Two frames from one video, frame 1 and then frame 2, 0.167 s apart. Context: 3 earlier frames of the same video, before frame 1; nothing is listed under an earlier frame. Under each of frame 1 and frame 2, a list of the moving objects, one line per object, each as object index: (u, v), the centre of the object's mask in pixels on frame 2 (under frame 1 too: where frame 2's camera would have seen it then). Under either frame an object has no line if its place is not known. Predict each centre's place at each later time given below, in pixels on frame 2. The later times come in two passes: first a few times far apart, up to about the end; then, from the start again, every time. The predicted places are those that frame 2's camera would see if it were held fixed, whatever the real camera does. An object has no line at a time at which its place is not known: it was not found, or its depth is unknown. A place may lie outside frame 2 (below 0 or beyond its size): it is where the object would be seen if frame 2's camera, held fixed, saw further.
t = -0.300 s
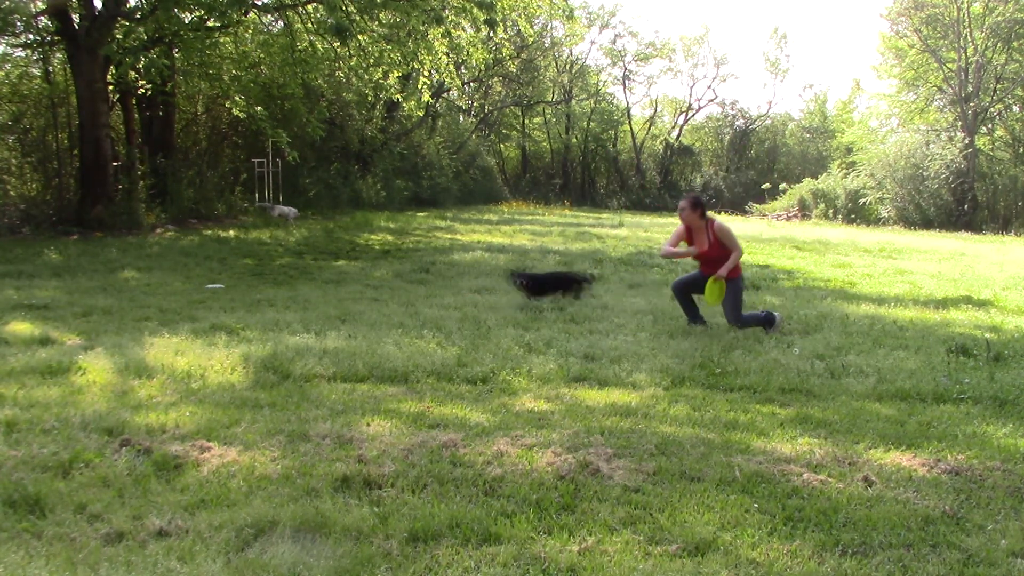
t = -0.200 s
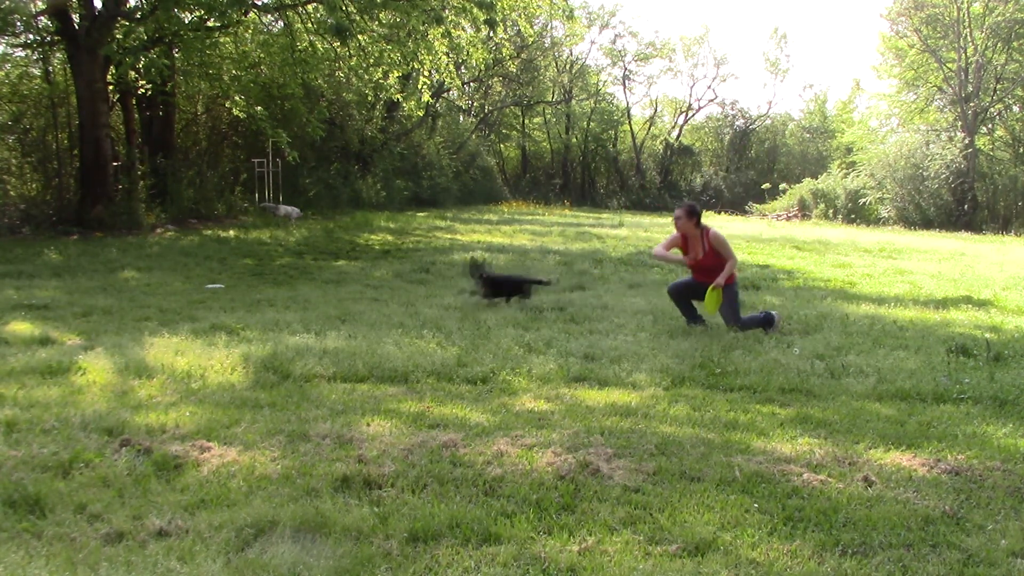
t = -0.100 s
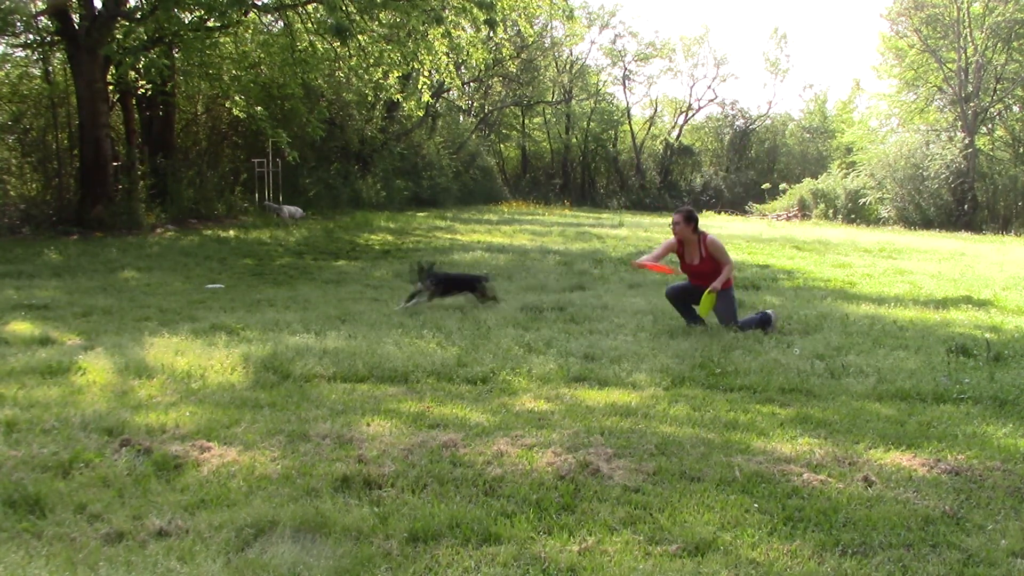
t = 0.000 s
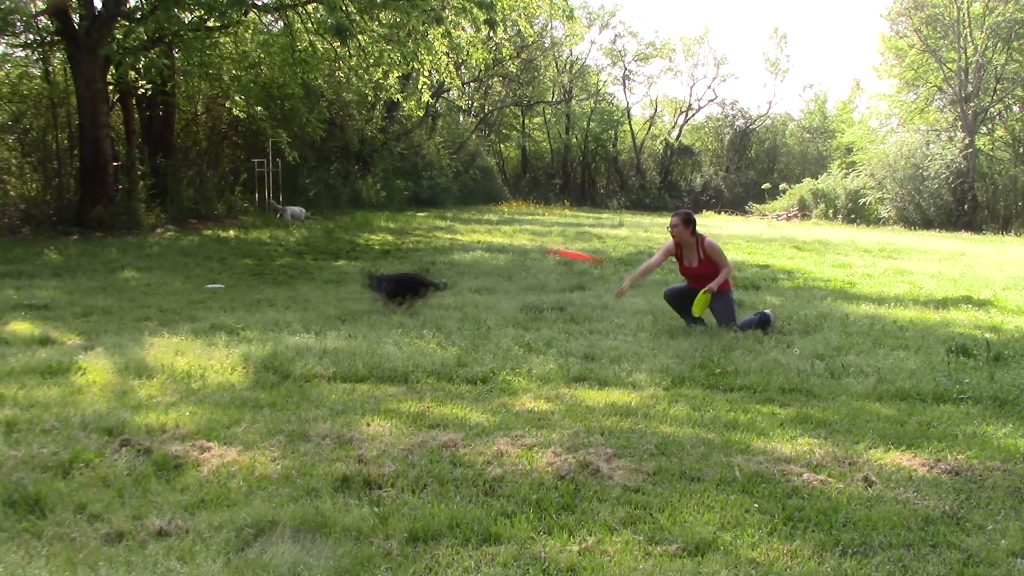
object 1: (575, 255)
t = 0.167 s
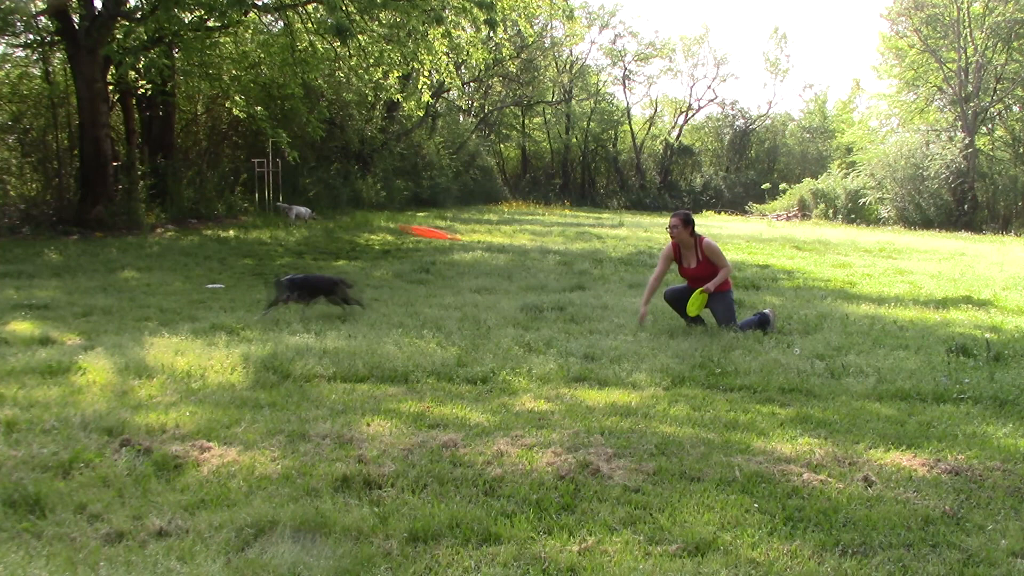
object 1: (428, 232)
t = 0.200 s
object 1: (400, 229)
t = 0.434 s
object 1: (185, 211)
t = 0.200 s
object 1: (400, 229)
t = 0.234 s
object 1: (367, 225)
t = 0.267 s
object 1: (341, 222)
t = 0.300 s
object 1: (307, 219)
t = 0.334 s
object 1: (278, 216)
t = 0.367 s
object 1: (245, 214)
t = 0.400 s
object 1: (214, 212)
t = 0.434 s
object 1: (185, 211)
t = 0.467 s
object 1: (151, 209)
